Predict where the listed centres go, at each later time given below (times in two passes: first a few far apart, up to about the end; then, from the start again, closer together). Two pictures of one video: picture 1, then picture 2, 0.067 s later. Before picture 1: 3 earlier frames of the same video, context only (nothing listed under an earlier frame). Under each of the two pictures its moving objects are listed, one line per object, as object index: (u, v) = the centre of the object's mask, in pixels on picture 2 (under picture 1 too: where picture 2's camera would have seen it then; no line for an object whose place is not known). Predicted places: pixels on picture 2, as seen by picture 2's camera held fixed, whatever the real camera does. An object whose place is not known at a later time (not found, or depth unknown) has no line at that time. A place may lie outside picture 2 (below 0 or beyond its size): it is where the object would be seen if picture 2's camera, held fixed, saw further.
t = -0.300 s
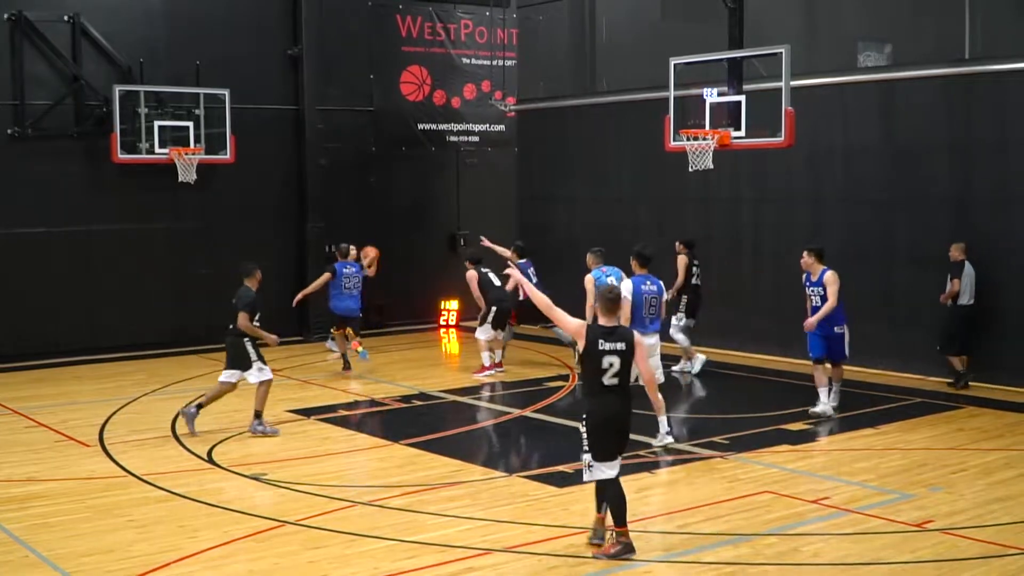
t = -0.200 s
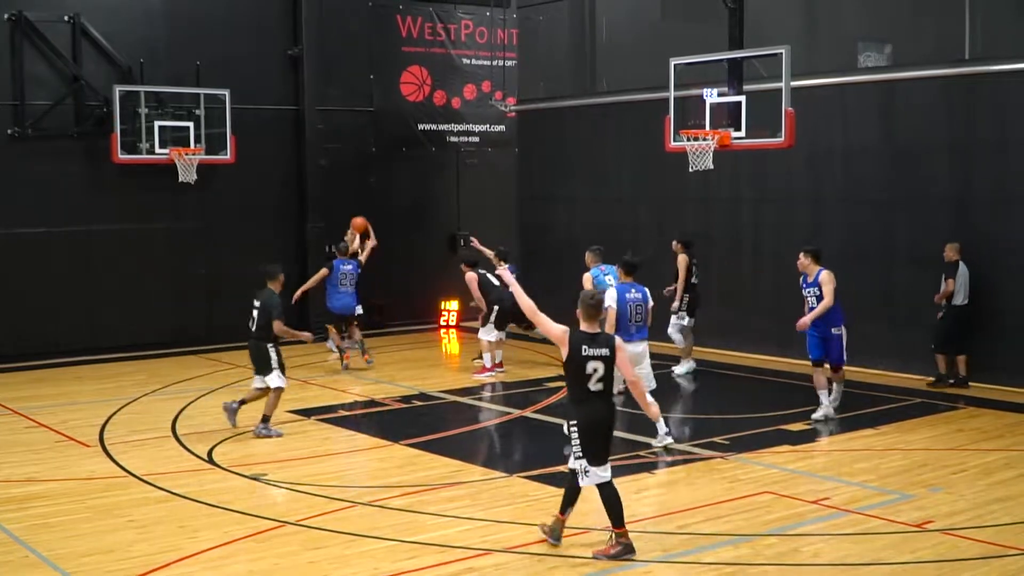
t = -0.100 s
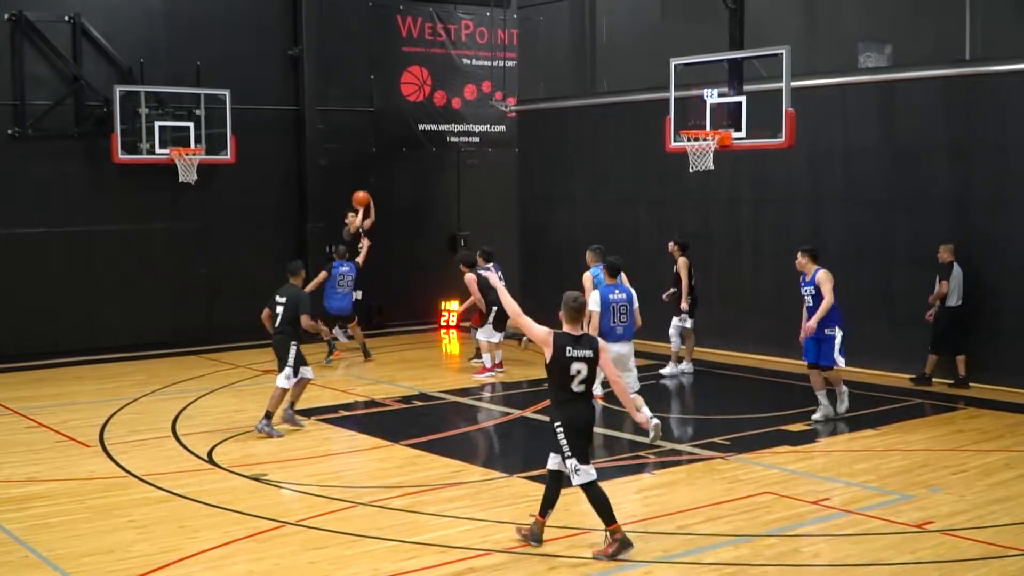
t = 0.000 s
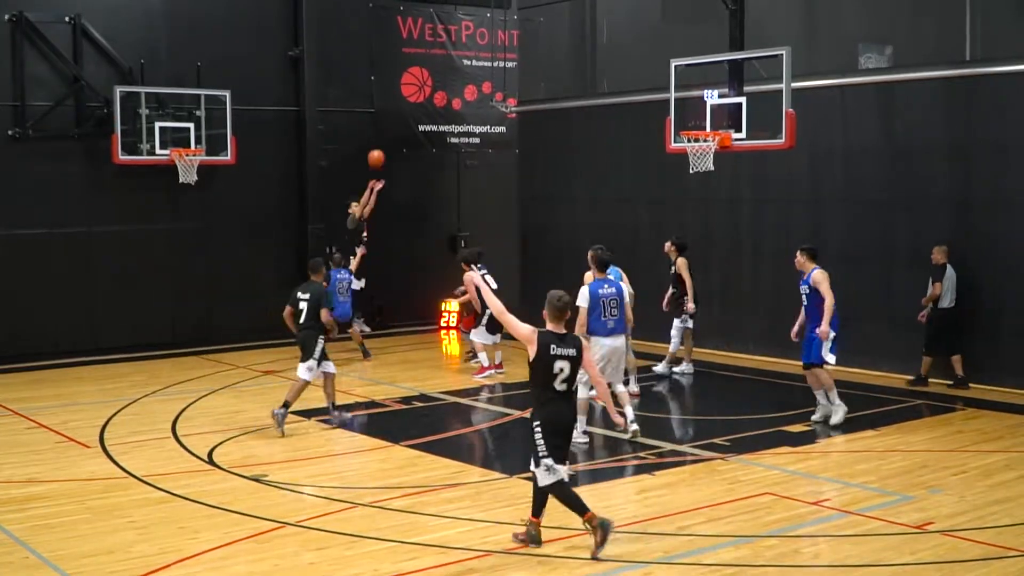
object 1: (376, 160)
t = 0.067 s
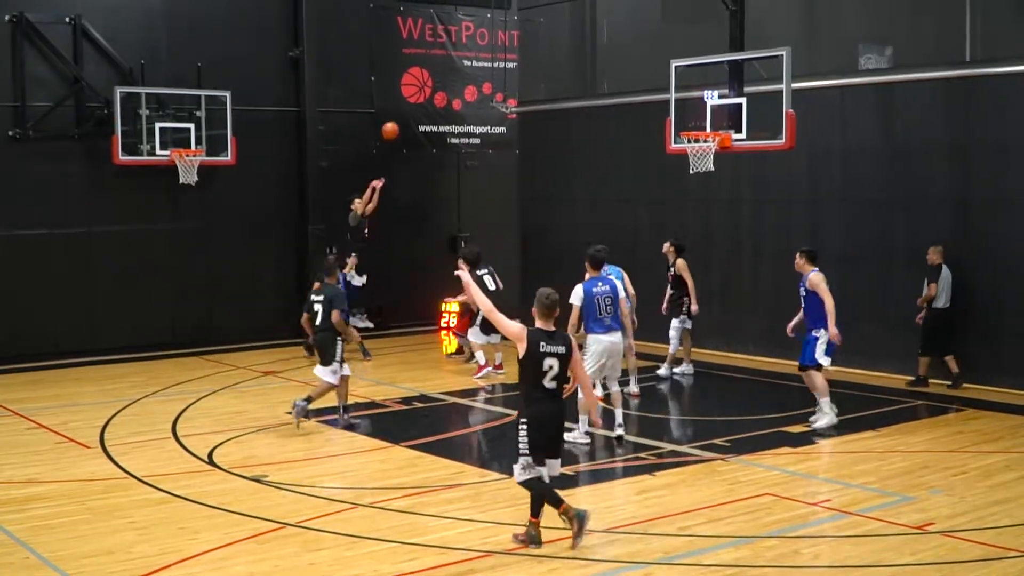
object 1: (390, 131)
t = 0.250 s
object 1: (430, 66)
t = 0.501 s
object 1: (488, 11)
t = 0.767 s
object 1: (559, 3)
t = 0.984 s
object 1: (620, 34)
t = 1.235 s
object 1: (696, 124)
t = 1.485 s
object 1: (721, 197)
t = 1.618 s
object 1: (728, 245)
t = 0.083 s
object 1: (393, 124)
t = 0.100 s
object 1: (397, 118)
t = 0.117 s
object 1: (400, 111)
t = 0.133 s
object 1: (403, 105)
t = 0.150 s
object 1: (408, 99)
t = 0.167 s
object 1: (411, 93)
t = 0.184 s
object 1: (415, 87)
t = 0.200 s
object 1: (419, 82)
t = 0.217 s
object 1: (423, 76)
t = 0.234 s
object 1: (425, 71)
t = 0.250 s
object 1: (430, 66)
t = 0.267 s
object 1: (433, 62)
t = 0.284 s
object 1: (437, 57)
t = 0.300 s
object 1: (442, 52)
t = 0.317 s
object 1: (445, 47)
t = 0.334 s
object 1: (449, 43)
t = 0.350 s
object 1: (452, 40)
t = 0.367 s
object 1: (456, 35)
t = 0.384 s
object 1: (461, 32)
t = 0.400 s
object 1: (465, 28)
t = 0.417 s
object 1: (469, 24)
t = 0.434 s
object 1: (472, 22)
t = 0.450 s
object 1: (477, 19)
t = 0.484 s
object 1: (485, 13)
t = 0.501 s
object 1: (488, 11)
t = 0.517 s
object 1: (493, 7)
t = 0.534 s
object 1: (497, 7)
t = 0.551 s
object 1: (502, 6)
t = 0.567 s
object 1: (506, 5)
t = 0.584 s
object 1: (510, 4)
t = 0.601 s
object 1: (514, 3)
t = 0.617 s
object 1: (519, 3)
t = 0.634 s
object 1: (522, 2)
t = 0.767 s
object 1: (559, 3)
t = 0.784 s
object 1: (563, 4)
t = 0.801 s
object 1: (568, 5)
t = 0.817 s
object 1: (572, 6)
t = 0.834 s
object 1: (578, 7)
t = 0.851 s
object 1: (582, 8)
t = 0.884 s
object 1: (591, 13)
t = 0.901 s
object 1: (596, 16)
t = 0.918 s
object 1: (601, 19)
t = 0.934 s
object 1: (606, 22)
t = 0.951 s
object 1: (610, 26)
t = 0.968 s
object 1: (615, 30)
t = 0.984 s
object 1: (620, 34)
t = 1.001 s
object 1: (625, 38)
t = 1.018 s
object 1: (630, 43)
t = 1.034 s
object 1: (635, 48)
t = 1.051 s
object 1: (640, 53)
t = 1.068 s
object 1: (645, 57)
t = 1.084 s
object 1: (650, 64)
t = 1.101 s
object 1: (655, 70)
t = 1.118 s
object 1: (660, 74)
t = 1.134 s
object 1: (665, 82)
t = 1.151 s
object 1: (670, 88)
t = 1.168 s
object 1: (675, 95)
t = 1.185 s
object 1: (682, 103)
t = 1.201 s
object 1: (686, 110)
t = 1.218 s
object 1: (692, 119)
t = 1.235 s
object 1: (696, 124)
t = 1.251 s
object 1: (701, 129)
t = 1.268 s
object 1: (706, 140)
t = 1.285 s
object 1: (708, 145)
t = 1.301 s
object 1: (711, 151)
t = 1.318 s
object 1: (711, 155)
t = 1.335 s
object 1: (716, 158)
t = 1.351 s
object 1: (715, 165)
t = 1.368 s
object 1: (715, 167)
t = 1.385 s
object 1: (716, 170)
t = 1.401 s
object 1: (717, 174)
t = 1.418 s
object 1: (718, 178)
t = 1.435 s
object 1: (719, 183)
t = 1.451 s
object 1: (719, 187)
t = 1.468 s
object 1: (720, 192)
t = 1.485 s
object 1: (721, 197)
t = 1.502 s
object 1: (722, 202)
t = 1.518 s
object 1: (723, 208)
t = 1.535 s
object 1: (724, 214)
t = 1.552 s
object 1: (724, 220)
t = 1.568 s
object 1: (725, 225)
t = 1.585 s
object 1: (726, 232)
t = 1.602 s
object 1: (727, 238)
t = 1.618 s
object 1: (728, 245)
